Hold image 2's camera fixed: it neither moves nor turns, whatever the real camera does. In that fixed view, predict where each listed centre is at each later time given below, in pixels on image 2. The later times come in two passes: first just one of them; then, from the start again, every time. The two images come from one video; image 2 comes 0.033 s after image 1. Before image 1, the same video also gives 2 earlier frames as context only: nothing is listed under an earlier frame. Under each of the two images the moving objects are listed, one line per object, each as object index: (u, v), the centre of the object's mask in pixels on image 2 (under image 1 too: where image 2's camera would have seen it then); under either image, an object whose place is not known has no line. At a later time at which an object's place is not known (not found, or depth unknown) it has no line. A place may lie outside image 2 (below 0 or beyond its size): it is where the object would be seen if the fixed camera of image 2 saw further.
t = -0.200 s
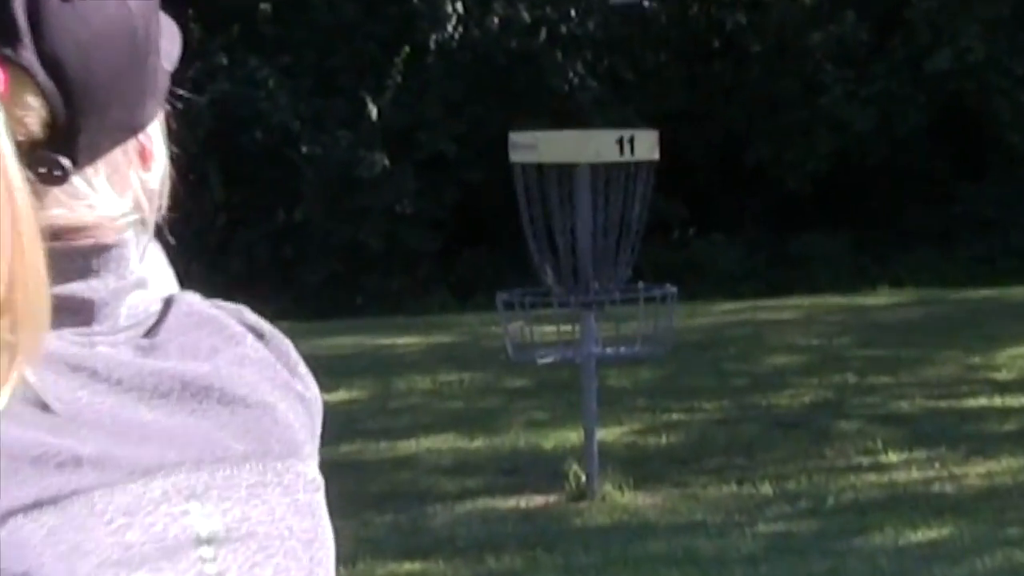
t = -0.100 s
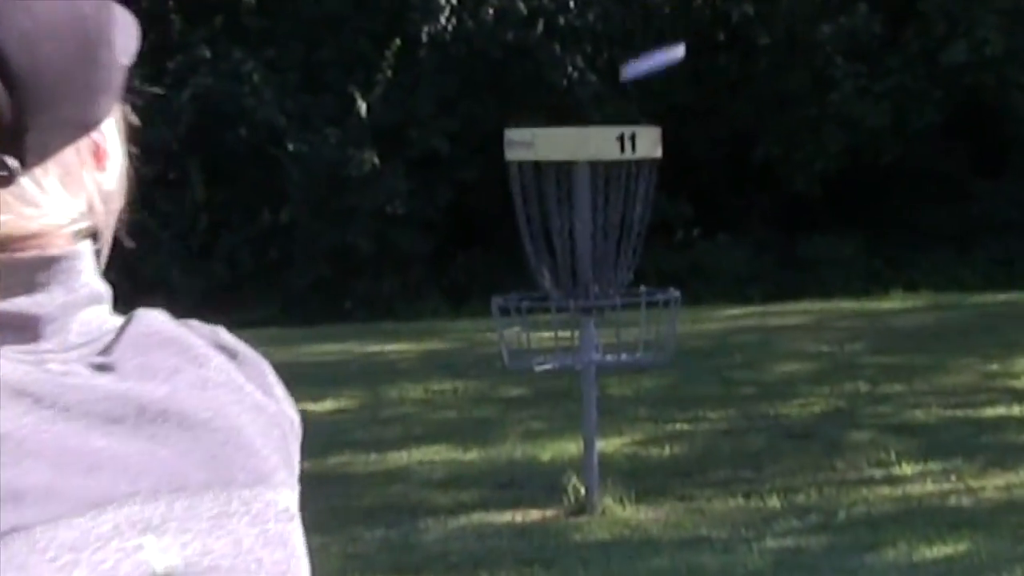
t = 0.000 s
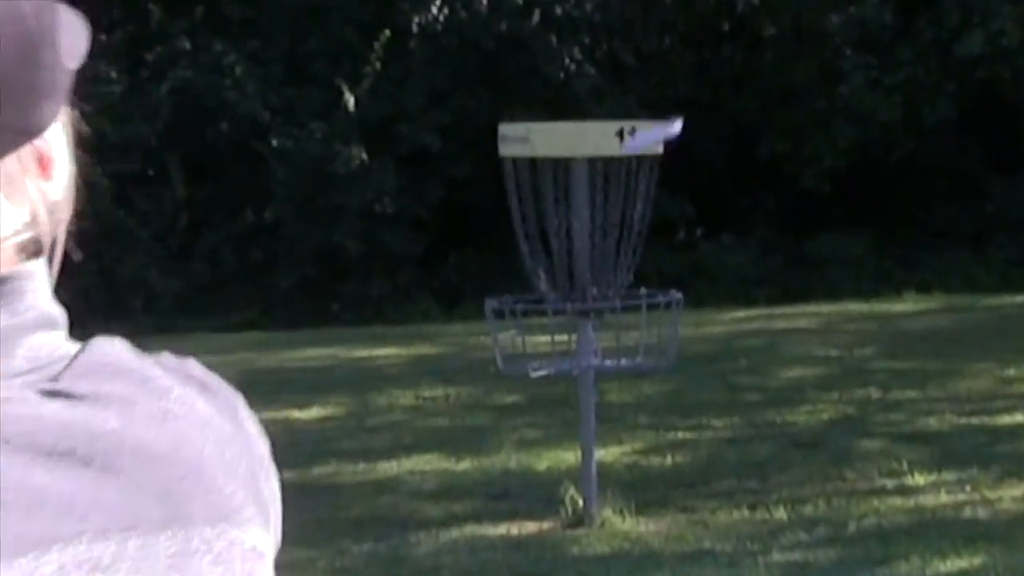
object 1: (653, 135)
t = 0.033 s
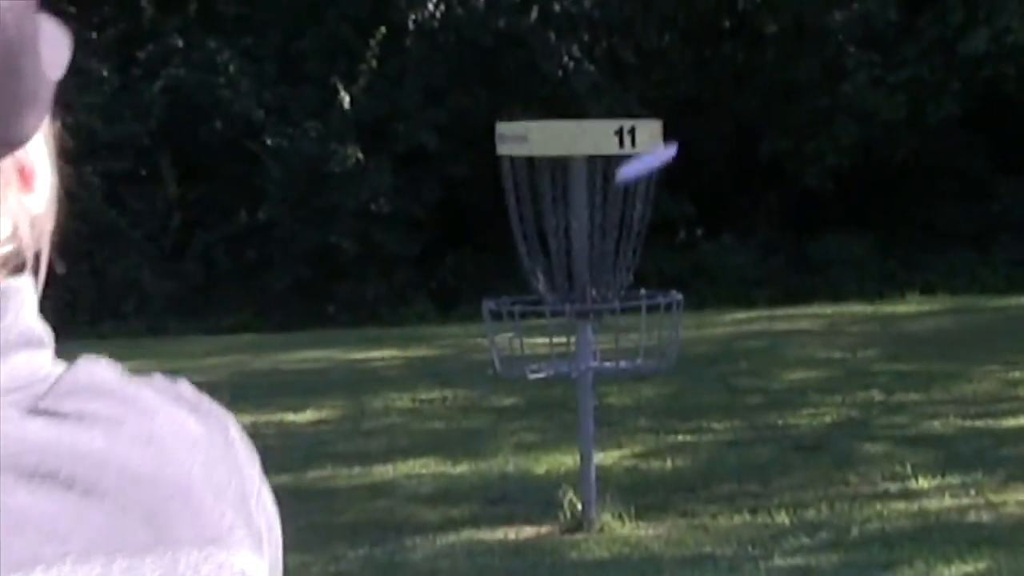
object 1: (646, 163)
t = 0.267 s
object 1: (608, 283)
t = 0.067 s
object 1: (641, 189)
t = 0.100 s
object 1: (635, 214)
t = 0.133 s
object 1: (627, 241)
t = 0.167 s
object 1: (619, 266)
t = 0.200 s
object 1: (608, 290)
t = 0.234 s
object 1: (604, 287)
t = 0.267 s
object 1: (608, 283)
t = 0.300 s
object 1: (604, 279)
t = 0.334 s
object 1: (598, 275)
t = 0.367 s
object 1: (592, 275)
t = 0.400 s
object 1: (588, 277)
